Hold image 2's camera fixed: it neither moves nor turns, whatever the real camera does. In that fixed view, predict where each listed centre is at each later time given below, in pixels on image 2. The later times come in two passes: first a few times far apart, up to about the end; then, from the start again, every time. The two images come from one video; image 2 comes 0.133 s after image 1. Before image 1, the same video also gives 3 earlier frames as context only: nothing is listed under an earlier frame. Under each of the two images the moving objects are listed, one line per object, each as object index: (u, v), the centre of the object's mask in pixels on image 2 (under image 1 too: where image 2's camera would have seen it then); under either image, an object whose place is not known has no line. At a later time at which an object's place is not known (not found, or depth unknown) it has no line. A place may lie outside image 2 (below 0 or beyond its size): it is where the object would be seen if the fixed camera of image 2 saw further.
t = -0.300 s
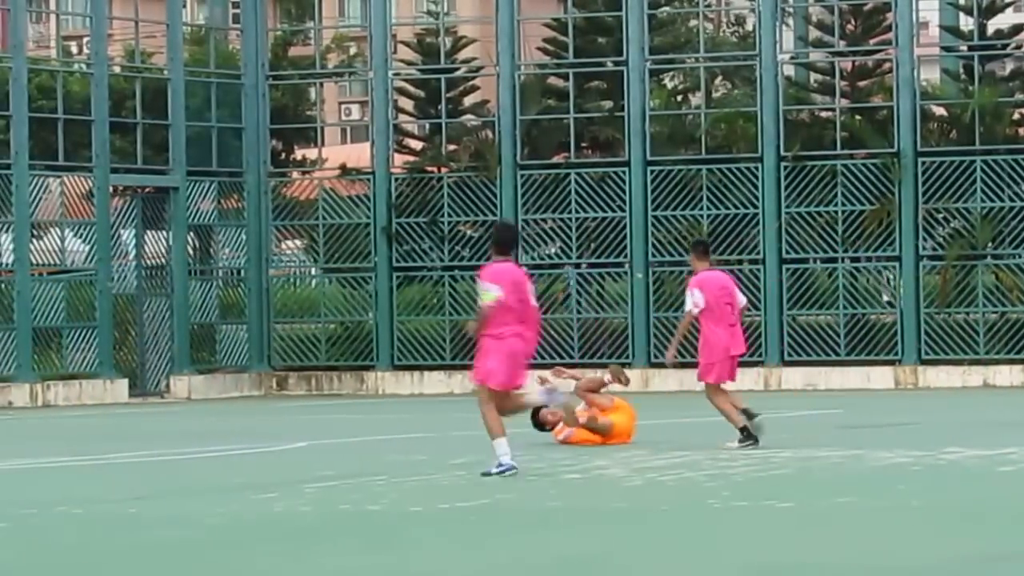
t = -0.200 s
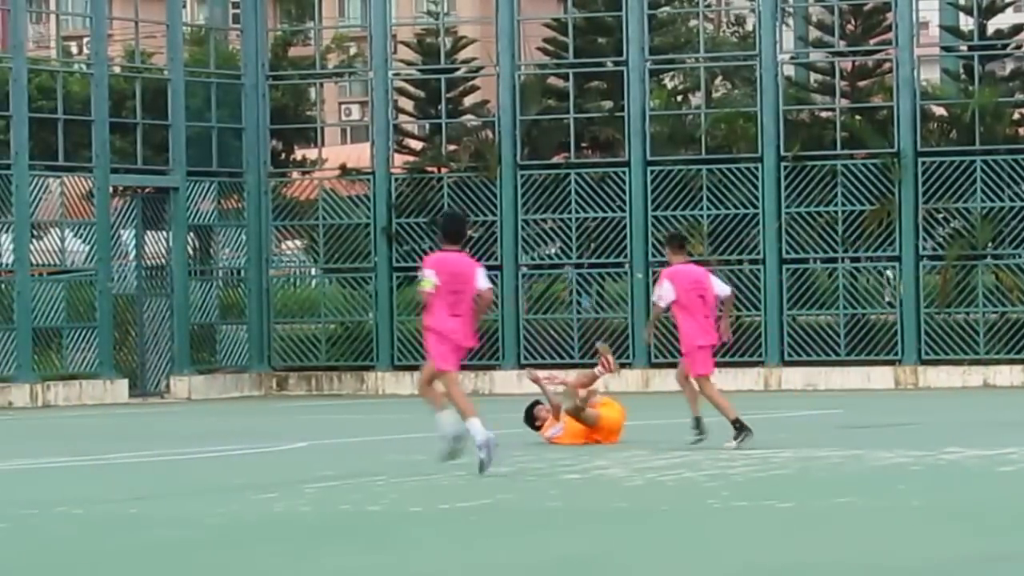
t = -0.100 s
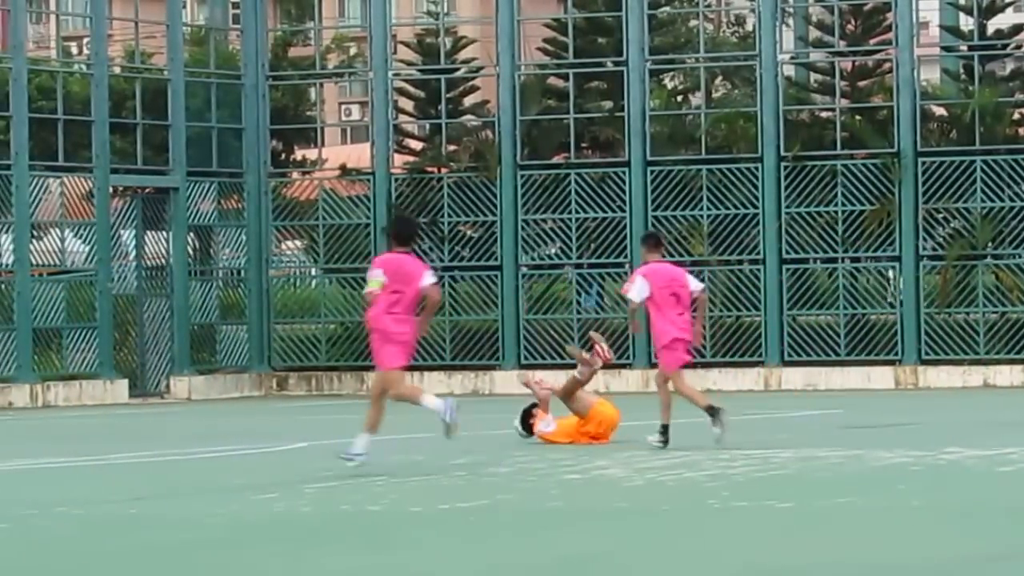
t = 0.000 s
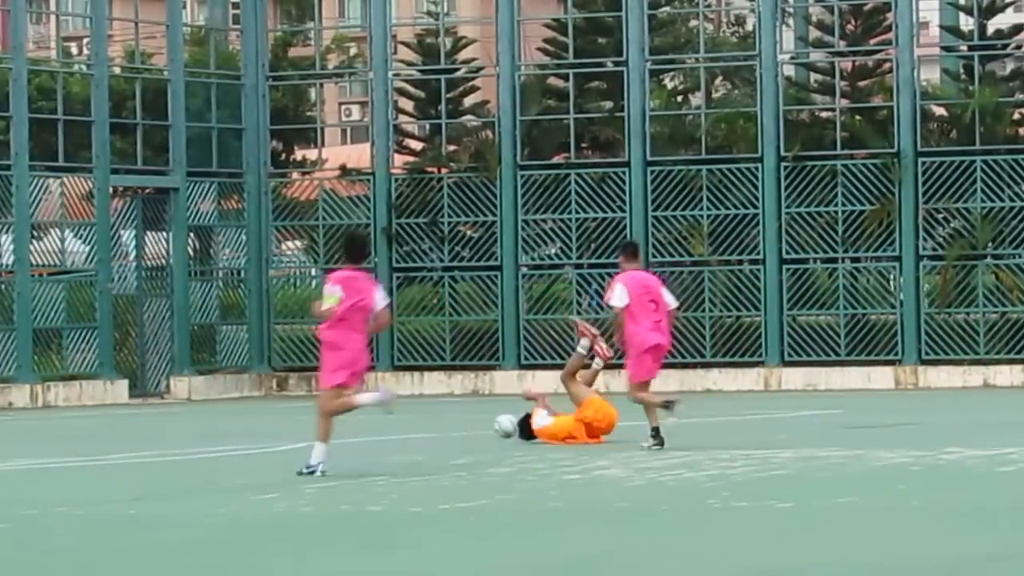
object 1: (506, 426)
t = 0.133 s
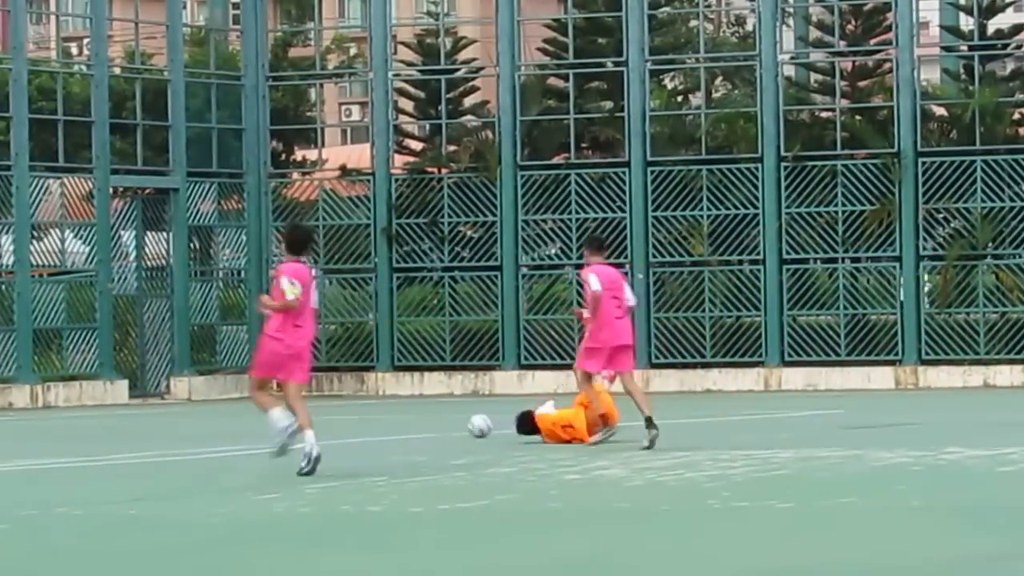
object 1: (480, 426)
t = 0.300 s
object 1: (447, 425)
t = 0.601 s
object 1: (394, 422)
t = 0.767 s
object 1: (366, 423)
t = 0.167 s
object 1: (473, 425)
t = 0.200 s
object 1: (466, 425)
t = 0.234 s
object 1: (460, 425)
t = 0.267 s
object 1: (454, 425)
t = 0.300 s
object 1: (447, 425)
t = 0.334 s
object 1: (441, 424)
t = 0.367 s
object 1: (435, 424)
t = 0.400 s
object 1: (429, 424)
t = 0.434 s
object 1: (423, 423)
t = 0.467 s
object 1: (417, 423)
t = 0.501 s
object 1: (412, 423)
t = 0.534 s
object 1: (406, 423)
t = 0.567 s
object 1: (400, 422)
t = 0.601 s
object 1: (394, 422)
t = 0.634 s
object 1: (389, 423)
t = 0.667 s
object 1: (383, 423)
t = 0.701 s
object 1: (377, 422)
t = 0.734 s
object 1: (371, 423)
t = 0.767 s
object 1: (366, 423)
